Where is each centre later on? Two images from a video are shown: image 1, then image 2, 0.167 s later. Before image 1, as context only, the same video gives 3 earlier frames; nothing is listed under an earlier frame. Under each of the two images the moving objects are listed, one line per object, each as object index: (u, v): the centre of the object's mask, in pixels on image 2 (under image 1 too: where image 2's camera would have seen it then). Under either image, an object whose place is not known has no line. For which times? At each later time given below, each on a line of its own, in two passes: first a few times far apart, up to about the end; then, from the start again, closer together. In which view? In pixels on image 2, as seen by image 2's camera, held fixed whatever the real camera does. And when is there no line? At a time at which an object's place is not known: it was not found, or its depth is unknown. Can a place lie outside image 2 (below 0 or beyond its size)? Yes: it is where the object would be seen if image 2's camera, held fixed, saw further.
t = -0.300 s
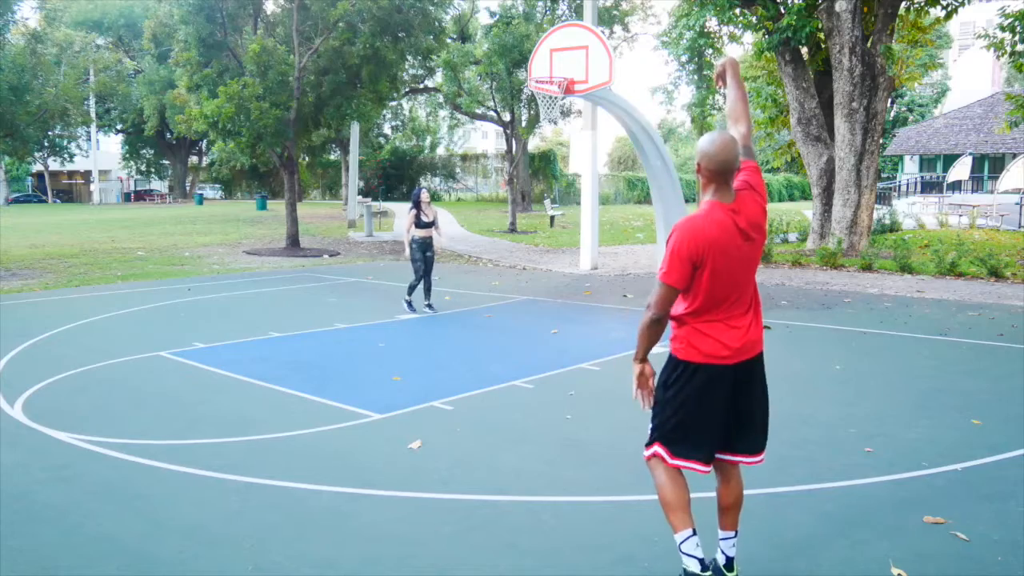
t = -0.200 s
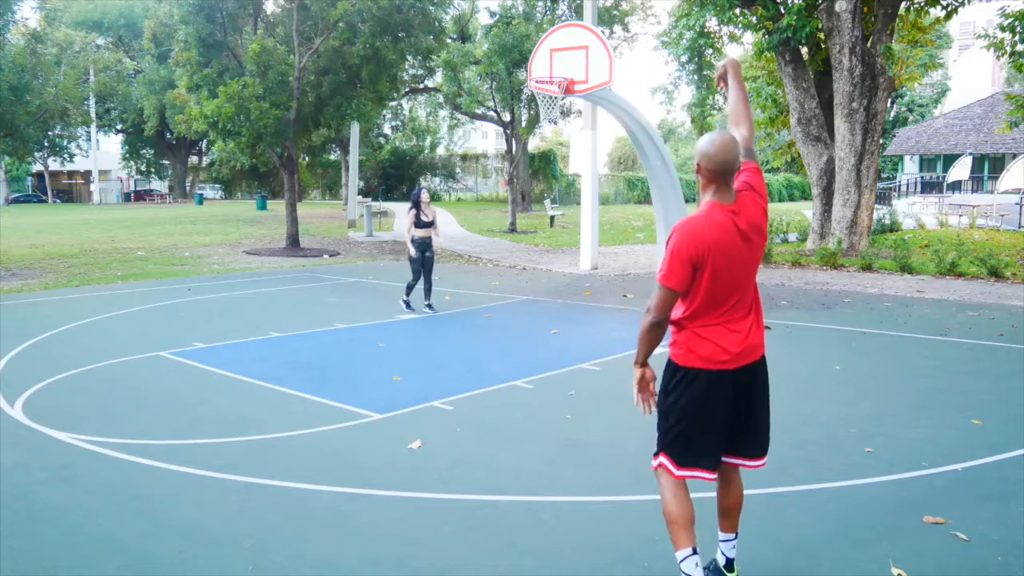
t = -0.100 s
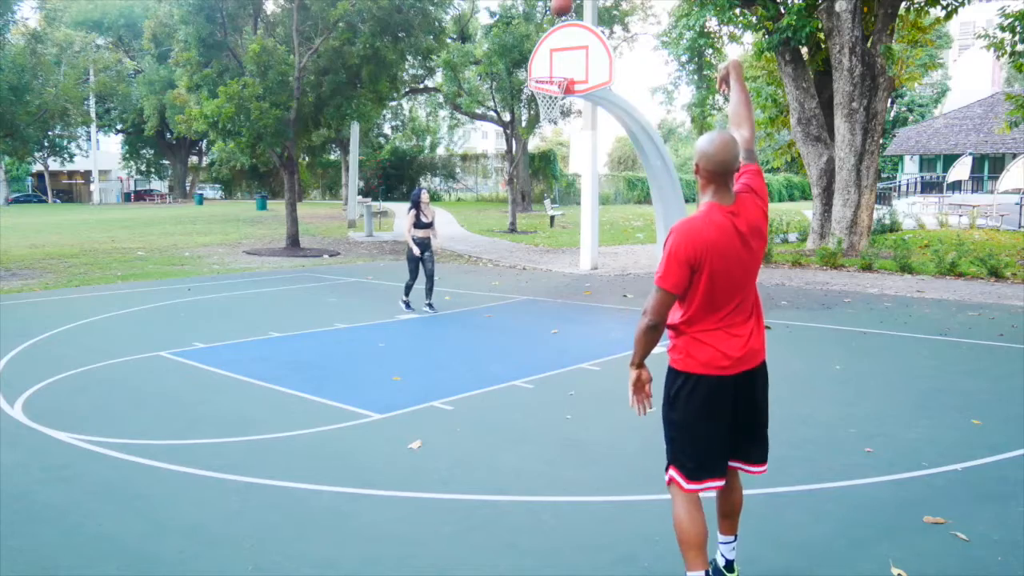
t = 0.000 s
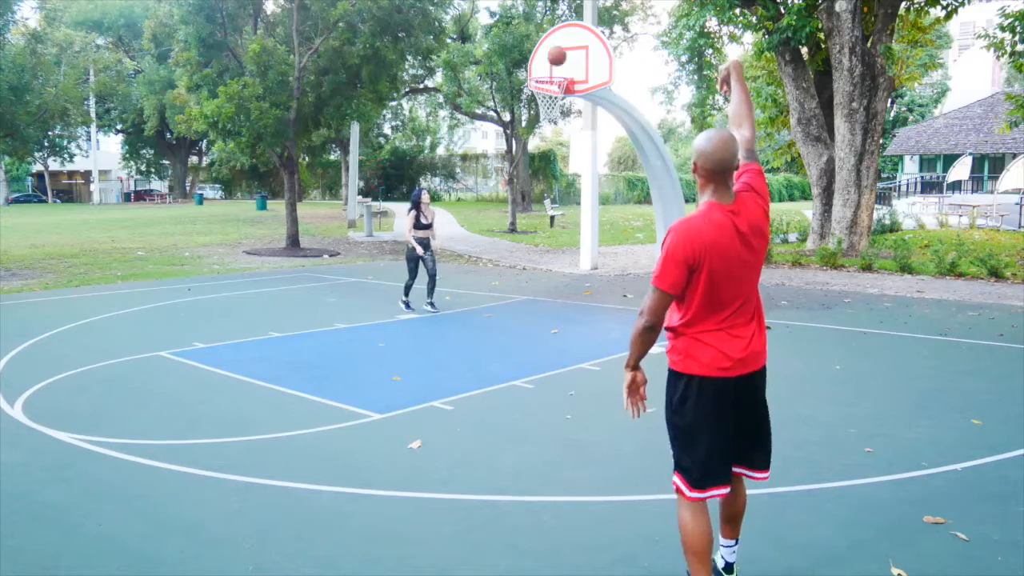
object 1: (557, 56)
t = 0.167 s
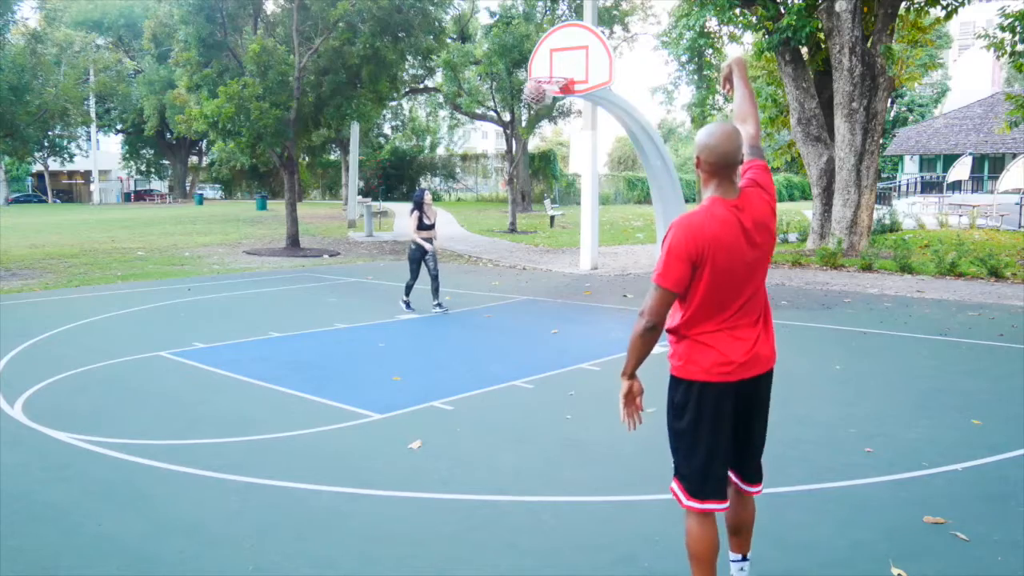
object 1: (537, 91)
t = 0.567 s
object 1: (563, 158)
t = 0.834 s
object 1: (582, 275)
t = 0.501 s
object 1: (559, 138)
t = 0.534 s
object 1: (561, 148)
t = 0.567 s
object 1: (563, 158)
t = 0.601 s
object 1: (566, 169)
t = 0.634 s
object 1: (568, 182)
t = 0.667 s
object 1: (571, 195)
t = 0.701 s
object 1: (573, 209)
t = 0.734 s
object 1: (576, 225)
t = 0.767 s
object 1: (578, 240)
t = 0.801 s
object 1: (580, 257)
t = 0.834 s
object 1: (582, 275)
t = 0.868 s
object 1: (585, 293)
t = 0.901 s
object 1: (587, 312)
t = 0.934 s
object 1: (588, 312)
